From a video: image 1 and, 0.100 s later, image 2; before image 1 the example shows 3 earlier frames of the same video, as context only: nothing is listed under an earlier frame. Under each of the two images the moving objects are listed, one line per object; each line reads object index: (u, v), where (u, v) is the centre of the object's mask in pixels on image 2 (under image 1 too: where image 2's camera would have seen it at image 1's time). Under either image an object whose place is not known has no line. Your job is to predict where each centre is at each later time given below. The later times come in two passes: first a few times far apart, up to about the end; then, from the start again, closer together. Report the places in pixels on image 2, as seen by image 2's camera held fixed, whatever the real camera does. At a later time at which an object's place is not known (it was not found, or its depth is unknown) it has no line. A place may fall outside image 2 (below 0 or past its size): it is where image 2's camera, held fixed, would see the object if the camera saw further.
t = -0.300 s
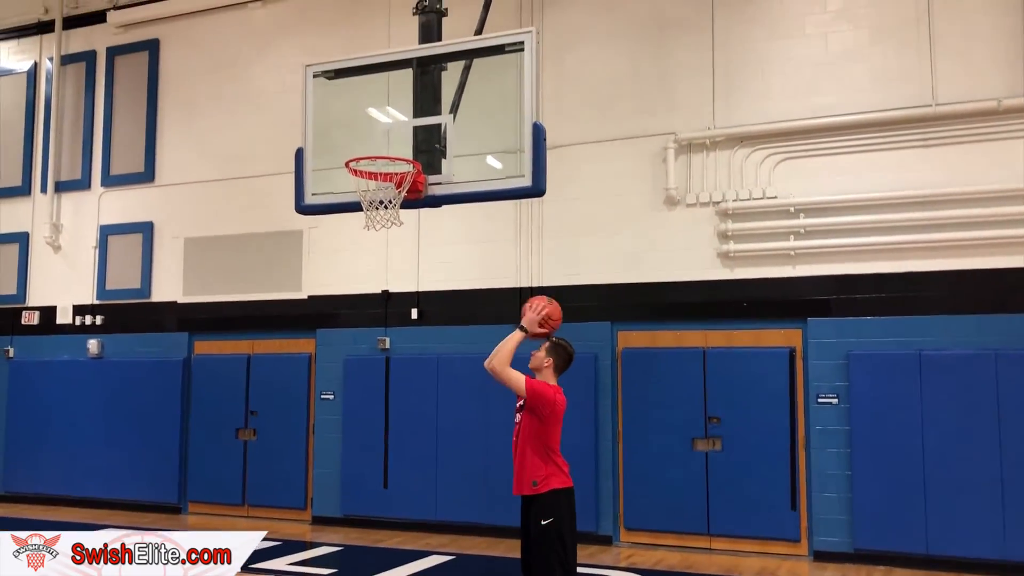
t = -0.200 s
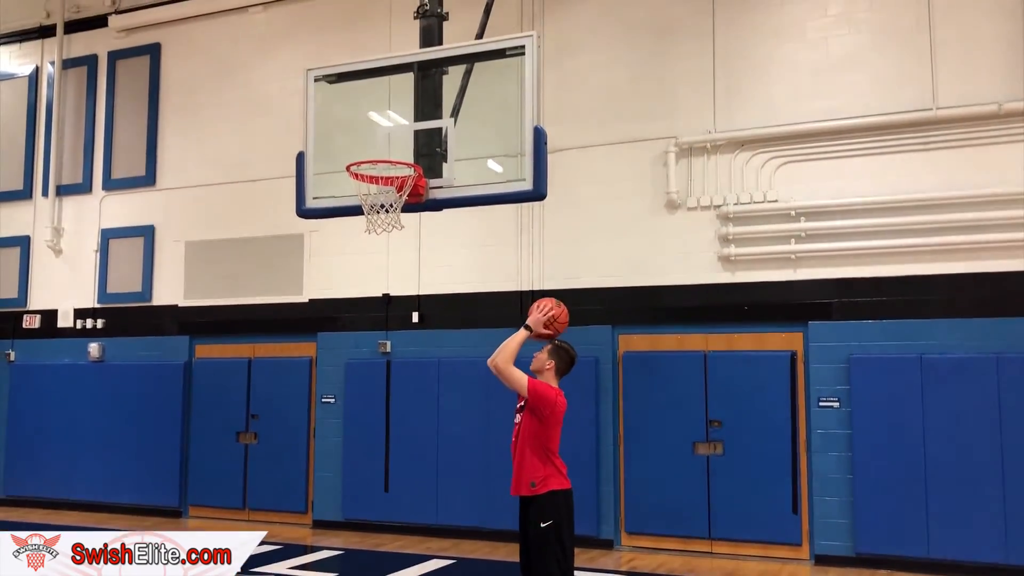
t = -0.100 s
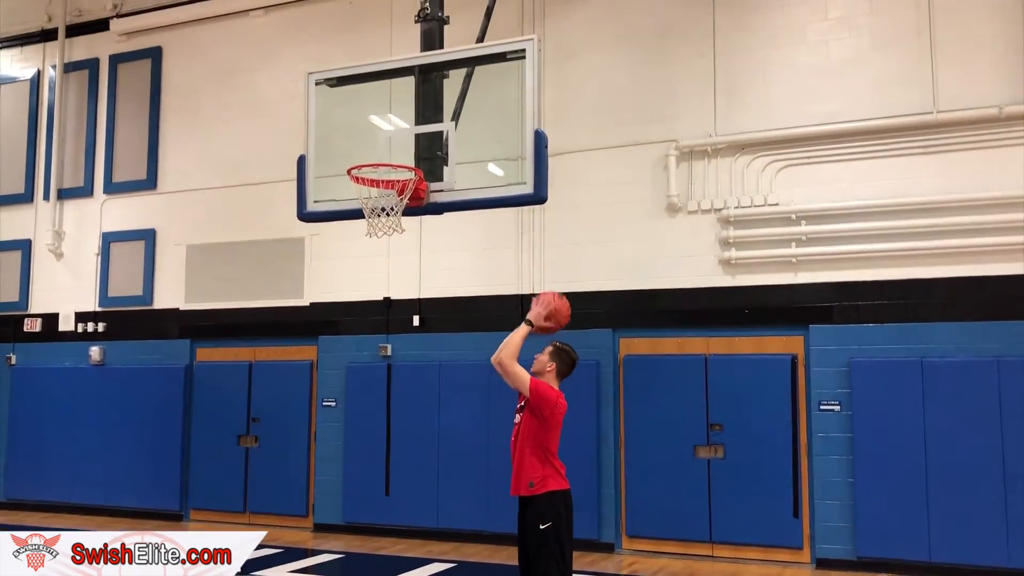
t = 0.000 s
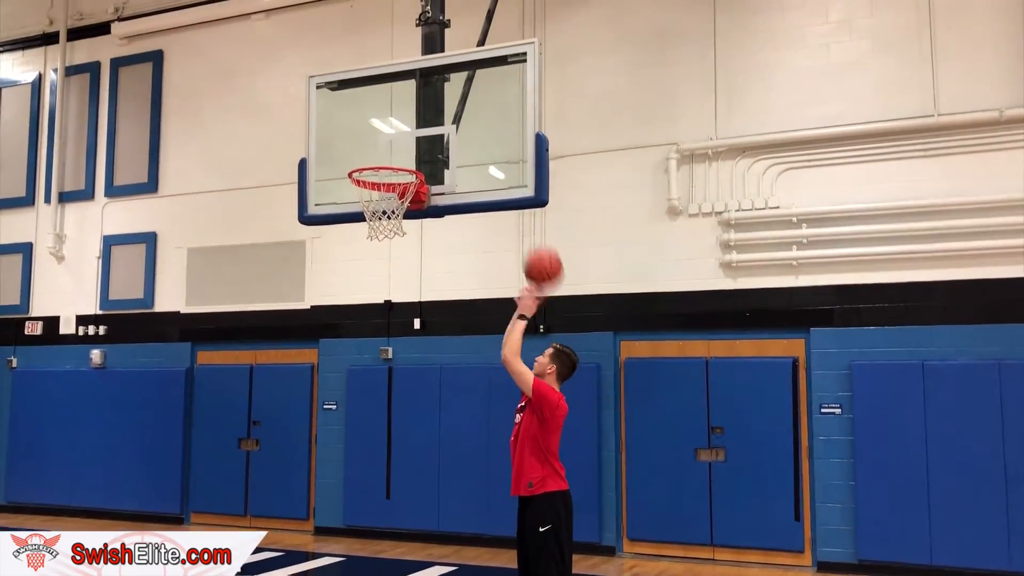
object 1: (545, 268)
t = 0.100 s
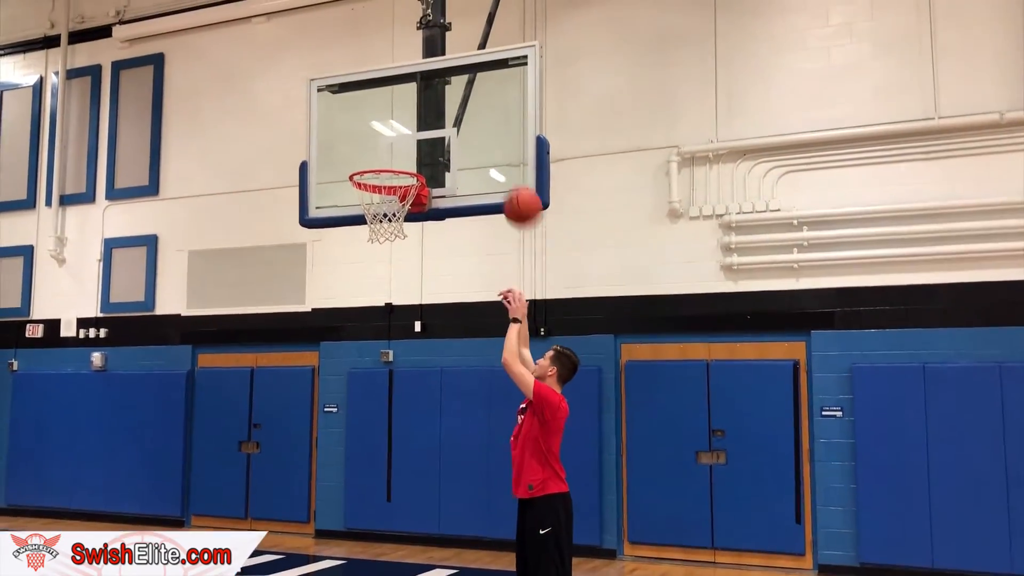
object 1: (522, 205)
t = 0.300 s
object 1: (479, 129)
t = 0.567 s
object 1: (427, 122)
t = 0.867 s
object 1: (372, 228)
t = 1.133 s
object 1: (350, 375)
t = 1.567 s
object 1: (337, 520)
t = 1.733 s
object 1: (350, 440)
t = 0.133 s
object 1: (515, 188)
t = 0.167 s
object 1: (508, 173)
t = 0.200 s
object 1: (500, 158)
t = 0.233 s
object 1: (493, 147)
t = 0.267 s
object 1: (486, 137)
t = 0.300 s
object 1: (479, 129)
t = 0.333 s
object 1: (473, 122)
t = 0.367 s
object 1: (466, 117)
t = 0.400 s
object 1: (459, 114)
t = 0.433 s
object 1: (452, 113)
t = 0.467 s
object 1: (446, 113)
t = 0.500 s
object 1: (439, 114)
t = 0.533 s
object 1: (433, 117)
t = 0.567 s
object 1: (427, 122)
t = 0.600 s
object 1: (421, 129)
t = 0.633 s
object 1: (414, 137)
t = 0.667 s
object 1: (407, 147)
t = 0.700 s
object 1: (401, 156)
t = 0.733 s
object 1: (395, 170)
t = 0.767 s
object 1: (387, 185)
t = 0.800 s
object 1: (382, 202)
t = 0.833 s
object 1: (376, 218)
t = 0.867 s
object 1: (372, 228)
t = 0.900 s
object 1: (370, 241)
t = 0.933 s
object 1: (367, 255)
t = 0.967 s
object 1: (365, 270)
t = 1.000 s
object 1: (363, 287)
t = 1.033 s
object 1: (359, 309)
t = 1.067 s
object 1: (357, 327)
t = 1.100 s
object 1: (354, 350)
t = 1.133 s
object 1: (350, 375)
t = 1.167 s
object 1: (348, 400)
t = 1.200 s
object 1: (345, 429)
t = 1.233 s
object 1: (341, 458)
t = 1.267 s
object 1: (337, 490)
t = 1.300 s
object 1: (333, 521)
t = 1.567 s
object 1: (337, 520)
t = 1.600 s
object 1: (338, 500)
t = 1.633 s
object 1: (341, 483)
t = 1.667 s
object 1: (345, 467)
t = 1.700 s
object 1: (347, 452)
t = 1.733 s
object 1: (350, 440)
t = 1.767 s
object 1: (352, 429)
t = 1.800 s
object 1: (355, 420)
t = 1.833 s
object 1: (358, 412)
